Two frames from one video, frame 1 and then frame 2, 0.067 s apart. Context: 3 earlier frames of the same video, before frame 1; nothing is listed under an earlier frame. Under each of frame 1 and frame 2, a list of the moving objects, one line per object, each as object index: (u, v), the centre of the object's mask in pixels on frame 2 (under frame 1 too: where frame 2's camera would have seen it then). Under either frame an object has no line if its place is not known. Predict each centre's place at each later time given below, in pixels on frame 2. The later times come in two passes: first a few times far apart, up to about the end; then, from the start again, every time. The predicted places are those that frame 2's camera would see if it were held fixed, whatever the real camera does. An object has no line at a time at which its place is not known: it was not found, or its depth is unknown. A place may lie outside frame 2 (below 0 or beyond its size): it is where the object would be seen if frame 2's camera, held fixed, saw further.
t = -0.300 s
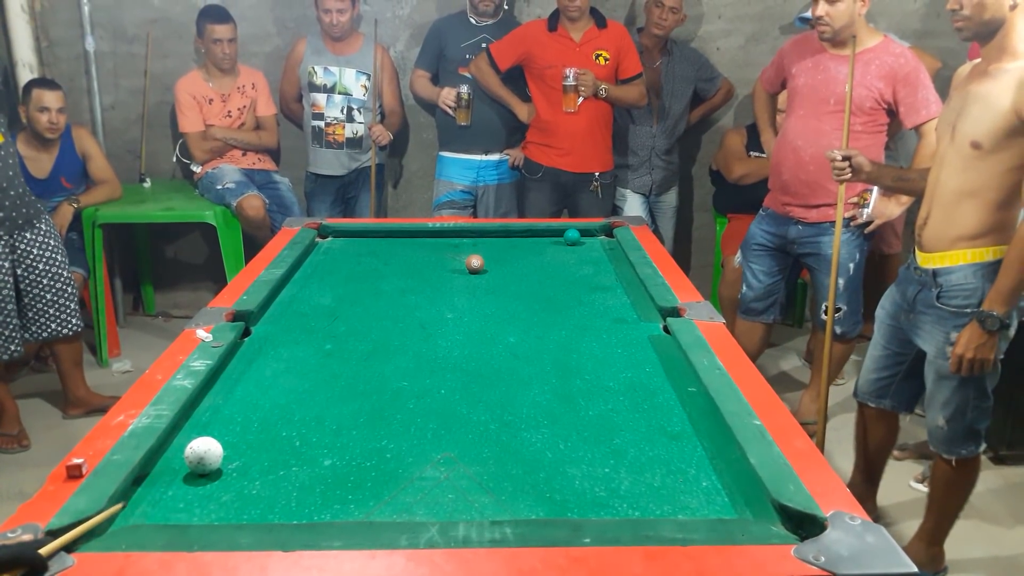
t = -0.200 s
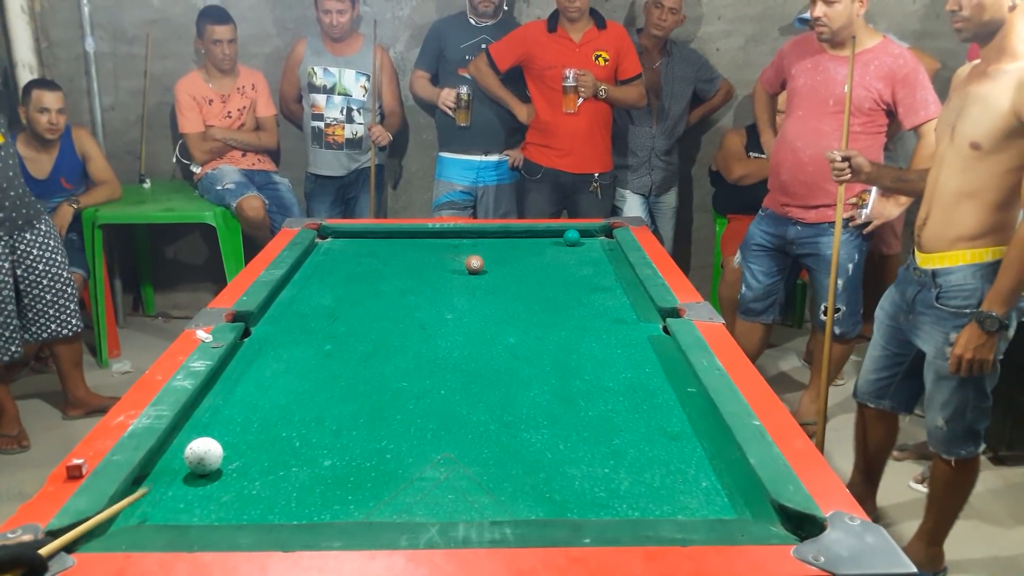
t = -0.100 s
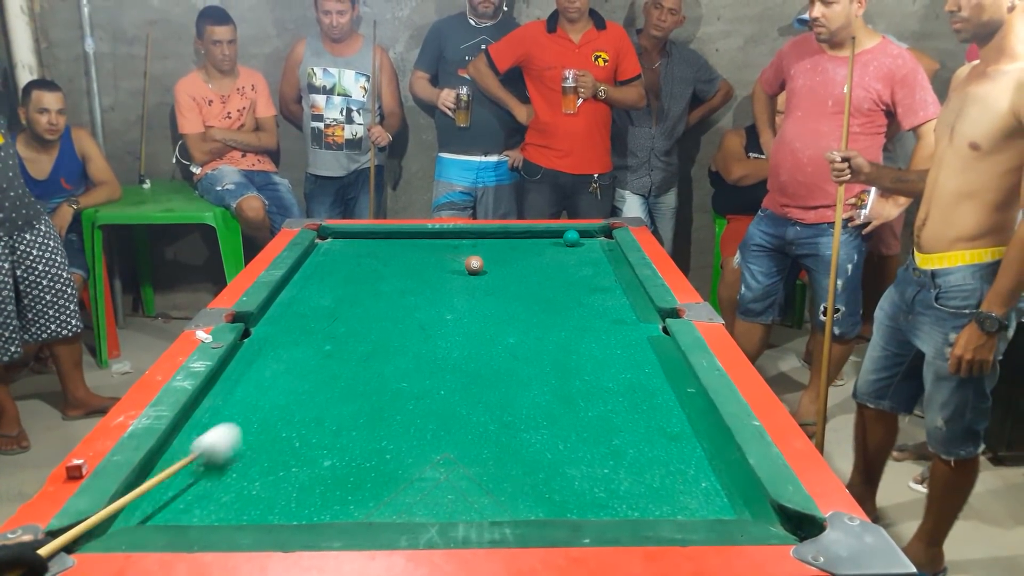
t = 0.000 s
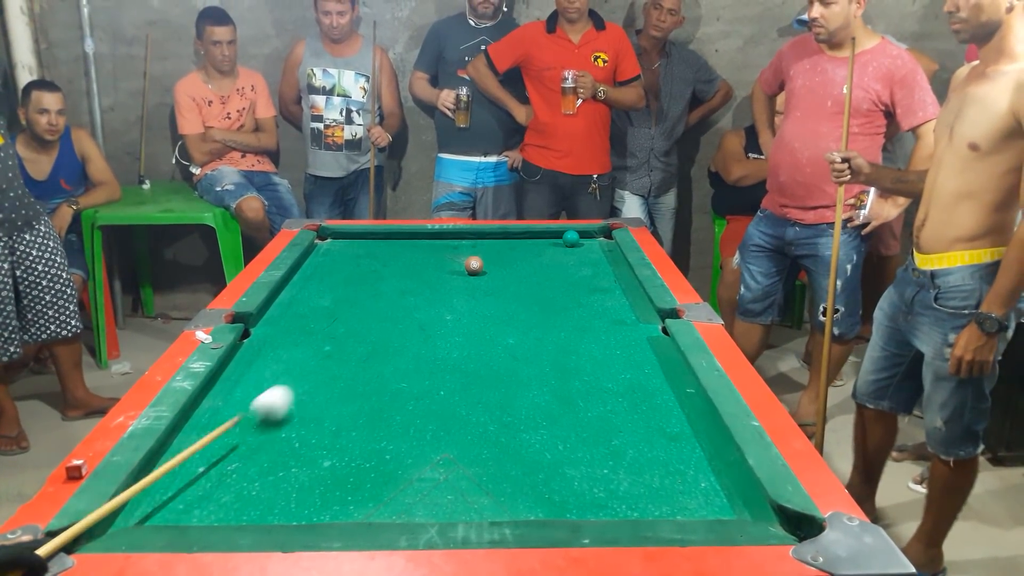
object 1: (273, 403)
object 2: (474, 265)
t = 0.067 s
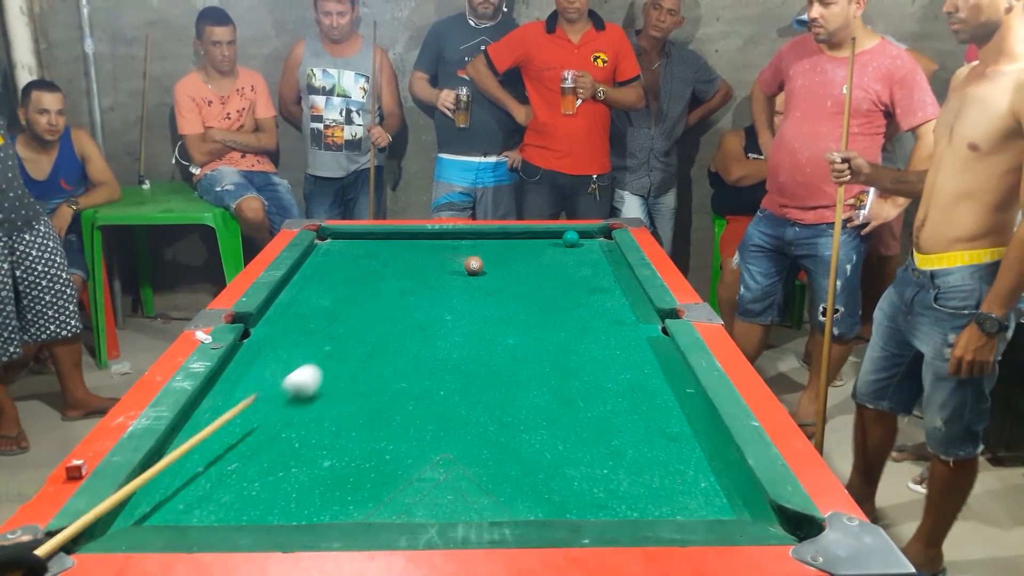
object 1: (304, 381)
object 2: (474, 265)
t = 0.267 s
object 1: (375, 328)
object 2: (474, 265)
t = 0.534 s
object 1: (442, 280)
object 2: (474, 265)
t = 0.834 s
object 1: (448, 252)
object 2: (526, 253)
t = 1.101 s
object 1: (441, 235)
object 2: (578, 242)
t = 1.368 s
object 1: (429, 249)
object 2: (592, 241)
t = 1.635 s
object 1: (417, 262)
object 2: (586, 245)
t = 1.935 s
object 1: (404, 279)
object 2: (580, 249)
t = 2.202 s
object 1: (391, 294)
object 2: (576, 252)
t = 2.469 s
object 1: (378, 310)
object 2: (572, 254)
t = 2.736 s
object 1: (364, 327)
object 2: (568, 256)
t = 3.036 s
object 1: (348, 347)
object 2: (565, 257)
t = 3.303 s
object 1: (333, 365)
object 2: (565, 258)
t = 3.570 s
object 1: (318, 383)
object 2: (565, 258)
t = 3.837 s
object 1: (302, 402)
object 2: (565, 258)
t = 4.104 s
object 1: (286, 420)
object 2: (565, 258)
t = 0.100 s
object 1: (317, 371)
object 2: (474, 265)
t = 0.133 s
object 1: (330, 362)
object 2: (474, 265)
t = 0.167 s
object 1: (343, 353)
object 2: (474, 265)
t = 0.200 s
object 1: (354, 344)
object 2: (474, 265)
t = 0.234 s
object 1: (365, 336)
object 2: (474, 265)
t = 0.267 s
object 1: (375, 328)
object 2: (474, 265)
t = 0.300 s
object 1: (385, 321)
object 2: (474, 265)
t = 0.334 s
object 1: (395, 314)
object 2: (474, 265)
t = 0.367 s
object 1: (403, 308)
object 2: (474, 265)
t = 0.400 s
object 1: (412, 302)
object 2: (474, 265)
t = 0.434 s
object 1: (420, 296)
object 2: (474, 265)
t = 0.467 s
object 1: (428, 290)
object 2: (474, 265)
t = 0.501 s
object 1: (435, 285)
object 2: (474, 265)
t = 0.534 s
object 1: (442, 280)
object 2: (474, 265)
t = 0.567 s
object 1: (448, 275)
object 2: (474, 265)
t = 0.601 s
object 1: (455, 270)
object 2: (474, 265)
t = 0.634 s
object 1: (456, 267)
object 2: (479, 263)
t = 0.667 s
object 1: (453, 265)
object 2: (489, 261)
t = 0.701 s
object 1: (452, 262)
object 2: (498, 259)
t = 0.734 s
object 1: (451, 260)
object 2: (505, 257)
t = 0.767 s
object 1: (450, 257)
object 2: (512, 256)
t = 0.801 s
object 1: (449, 254)
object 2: (519, 254)
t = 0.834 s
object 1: (448, 252)
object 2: (526, 253)
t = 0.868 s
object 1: (447, 249)
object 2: (533, 251)
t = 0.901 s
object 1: (446, 247)
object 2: (540, 249)
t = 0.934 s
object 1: (445, 245)
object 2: (546, 248)
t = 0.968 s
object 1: (444, 243)
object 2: (553, 247)
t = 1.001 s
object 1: (443, 240)
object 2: (559, 245)
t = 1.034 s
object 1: (442, 238)
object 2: (566, 244)
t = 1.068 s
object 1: (442, 236)
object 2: (572, 243)
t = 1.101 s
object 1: (441, 235)
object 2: (578, 242)
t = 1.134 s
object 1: (439, 237)
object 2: (584, 242)
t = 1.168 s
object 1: (438, 239)
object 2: (589, 242)
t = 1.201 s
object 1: (436, 240)
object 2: (595, 241)
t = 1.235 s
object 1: (435, 242)
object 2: (601, 241)
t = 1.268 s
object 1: (433, 244)
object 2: (604, 240)
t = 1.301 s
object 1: (432, 245)
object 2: (601, 241)
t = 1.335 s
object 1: (430, 247)
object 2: (597, 241)
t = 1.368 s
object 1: (429, 249)
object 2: (592, 241)
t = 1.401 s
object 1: (428, 250)
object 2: (591, 241)
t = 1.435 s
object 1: (426, 252)
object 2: (590, 242)
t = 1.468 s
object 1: (425, 253)
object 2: (590, 242)
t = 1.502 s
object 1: (423, 255)
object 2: (589, 243)
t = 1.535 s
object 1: (422, 257)
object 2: (588, 243)
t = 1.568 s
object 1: (420, 259)
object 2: (587, 244)
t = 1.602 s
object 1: (419, 260)
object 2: (587, 244)
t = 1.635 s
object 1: (417, 262)
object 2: (586, 245)
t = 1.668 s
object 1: (416, 264)
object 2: (585, 245)
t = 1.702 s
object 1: (414, 266)
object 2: (585, 246)
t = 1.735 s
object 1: (413, 268)
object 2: (584, 246)
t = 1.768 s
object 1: (411, 269)
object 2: (583, 247)
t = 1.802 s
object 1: (410, 271)
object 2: (583, 247)
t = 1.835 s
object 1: (408, 273)
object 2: (582, 247)
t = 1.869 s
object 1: (407, 275)
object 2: (582, 248)
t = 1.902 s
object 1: (405, 277)
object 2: (581, 248)
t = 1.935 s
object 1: (404, 279)
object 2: (580, 249)
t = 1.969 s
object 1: (402, 280)
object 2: (580, 249)
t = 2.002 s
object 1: (401, 282)
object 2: (579, 250)
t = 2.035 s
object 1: (399, 284)
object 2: (579, 250)
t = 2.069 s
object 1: (398, 286)
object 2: (579, 250)
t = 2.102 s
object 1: (396, 288)
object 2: (578, 251)
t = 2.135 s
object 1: (394, 290)
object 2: (577, 251)
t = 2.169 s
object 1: (393, 292)
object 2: (577, 252)
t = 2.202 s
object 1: (391, 294)
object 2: (576, 252)
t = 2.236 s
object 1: (390, 296)
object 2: (575, 252)
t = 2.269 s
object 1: (388, 298)
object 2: (575, 253)
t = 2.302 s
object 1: (386, 300)
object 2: (574, 253)
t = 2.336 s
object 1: (385, 302)
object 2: (574, 253)
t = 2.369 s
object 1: (383, 304)
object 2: (573, 253)
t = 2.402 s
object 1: (382, 306)
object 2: (573, 254)
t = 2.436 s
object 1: (380, 308)
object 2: (572, 254)
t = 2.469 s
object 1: (378, 310)
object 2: (572, 254)
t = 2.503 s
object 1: (377, 313)
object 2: (571, 254)
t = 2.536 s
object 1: (375, 314)
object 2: (571, 255)
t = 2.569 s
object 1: (373, 317)
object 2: (570, 255)
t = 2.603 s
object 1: (371, 319)
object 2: (570, 255)
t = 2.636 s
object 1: (369, 321)
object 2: (569, 256)
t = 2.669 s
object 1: (368, 323)
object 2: (569, 256)
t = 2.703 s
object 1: (366, 325)
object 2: (568, 256)
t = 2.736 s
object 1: (364, 327)
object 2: (568, 256)
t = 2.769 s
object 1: (363, 329)
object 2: (567, 256)
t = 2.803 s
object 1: (361, 331)
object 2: (567, 257)
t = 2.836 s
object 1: (359, 334)
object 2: (567, 257)
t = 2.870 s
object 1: (357, 336)
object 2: (566, 257)
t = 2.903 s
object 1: (355, 338)
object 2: (566, 257)
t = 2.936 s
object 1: (354, 340)
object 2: (566, 257)
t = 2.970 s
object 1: (352, 342)
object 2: (565, 257)
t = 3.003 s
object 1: (350, 344)
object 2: (565, 257)
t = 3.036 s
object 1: (348, 347)
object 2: (565, 257)
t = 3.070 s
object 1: (346, 349)
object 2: (565, 258)
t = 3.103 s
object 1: (344, 351)
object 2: (565, 258)
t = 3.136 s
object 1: (343, 353)
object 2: (565, 258)
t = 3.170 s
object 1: (341, 356)
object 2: (565, 258)
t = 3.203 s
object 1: (339, 358)
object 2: (565, 258)
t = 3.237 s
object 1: (337, 360)
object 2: (565, 258)
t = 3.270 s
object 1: (335, 362)
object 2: (565, 258)
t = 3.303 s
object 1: (333, 365)
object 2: (565, 258)
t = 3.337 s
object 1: (331, 367)
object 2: (565, 258)
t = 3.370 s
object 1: (329, 369)
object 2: (565, 258)
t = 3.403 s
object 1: (328, 372)
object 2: (565, 258)
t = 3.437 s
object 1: (326, 374)
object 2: (565, 258)
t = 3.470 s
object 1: (324, 376)
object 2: (565, 258)
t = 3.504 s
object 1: (322, 378)
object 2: (565, 258)
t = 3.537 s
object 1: (320, 381)
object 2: (565, 258)
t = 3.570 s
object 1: (318, 383)
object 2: (565, 258)
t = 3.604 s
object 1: (316, 385)
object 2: (565, 258)
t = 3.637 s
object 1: (314, 388)
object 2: (565, 258)
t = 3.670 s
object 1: (312, 390)
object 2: (565, 258)
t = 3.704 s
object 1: (310, 392)
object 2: (565, 258)
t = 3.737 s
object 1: (308, 395)
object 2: (565, 258)
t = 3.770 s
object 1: (306, 397)
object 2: (565, 258)
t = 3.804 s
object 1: (304, 399)
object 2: (565, 258)
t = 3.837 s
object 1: (302, 402)
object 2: (565, 258)
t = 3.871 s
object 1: (300, 404)
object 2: (565, 258)
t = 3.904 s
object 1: (298, 406)
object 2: (565, 258)
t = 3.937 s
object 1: (296, 408)
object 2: (565, 258)
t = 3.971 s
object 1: (294, 411)
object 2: (565, 258)
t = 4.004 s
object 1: (292, 413)
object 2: (565, 258)
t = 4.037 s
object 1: (290, 416)
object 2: (565, 258)
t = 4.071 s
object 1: (288, 418)
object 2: (565, 258)
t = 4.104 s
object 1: (286, 420)
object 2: (565, 258)
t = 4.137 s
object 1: (284, 422)
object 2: (565, 258)
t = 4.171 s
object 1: (283, 425)
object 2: (565, 258)
